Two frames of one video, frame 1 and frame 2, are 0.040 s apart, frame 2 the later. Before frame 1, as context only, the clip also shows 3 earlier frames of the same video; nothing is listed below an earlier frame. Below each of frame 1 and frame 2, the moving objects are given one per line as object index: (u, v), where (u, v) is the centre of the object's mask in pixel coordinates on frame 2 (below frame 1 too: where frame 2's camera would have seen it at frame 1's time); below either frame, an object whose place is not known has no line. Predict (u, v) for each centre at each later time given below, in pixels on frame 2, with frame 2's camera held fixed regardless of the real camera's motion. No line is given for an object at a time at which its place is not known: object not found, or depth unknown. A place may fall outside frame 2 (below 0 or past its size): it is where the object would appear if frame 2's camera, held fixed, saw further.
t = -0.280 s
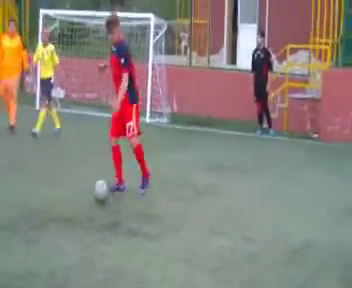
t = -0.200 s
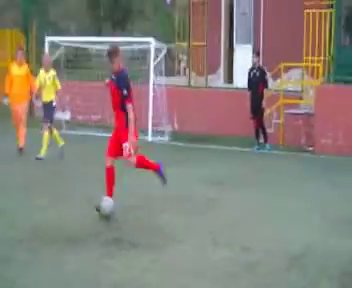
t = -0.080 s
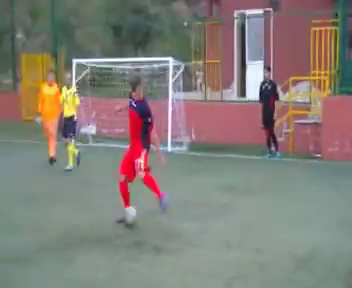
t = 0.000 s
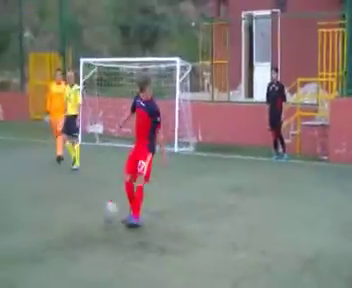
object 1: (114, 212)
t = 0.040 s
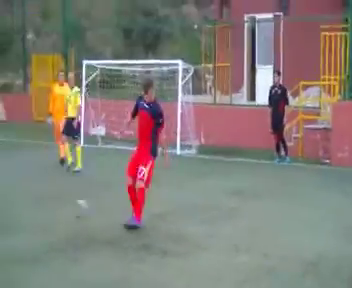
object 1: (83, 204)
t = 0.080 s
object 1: (49, 201)
